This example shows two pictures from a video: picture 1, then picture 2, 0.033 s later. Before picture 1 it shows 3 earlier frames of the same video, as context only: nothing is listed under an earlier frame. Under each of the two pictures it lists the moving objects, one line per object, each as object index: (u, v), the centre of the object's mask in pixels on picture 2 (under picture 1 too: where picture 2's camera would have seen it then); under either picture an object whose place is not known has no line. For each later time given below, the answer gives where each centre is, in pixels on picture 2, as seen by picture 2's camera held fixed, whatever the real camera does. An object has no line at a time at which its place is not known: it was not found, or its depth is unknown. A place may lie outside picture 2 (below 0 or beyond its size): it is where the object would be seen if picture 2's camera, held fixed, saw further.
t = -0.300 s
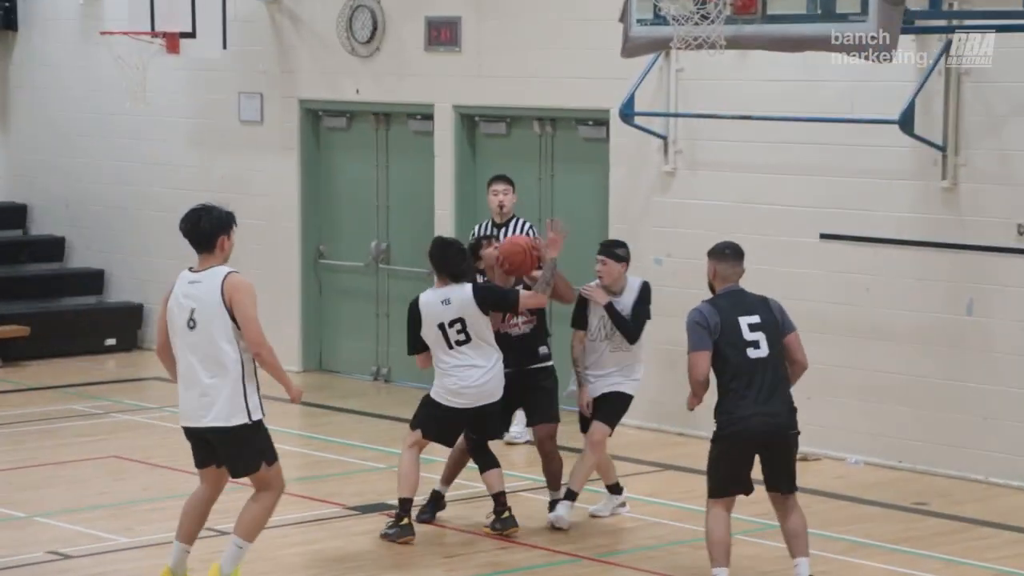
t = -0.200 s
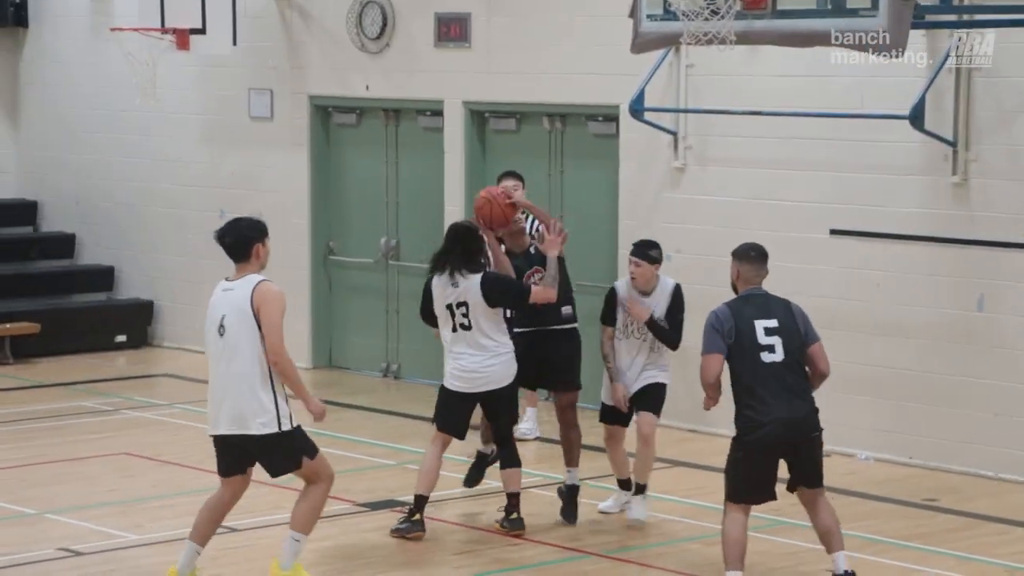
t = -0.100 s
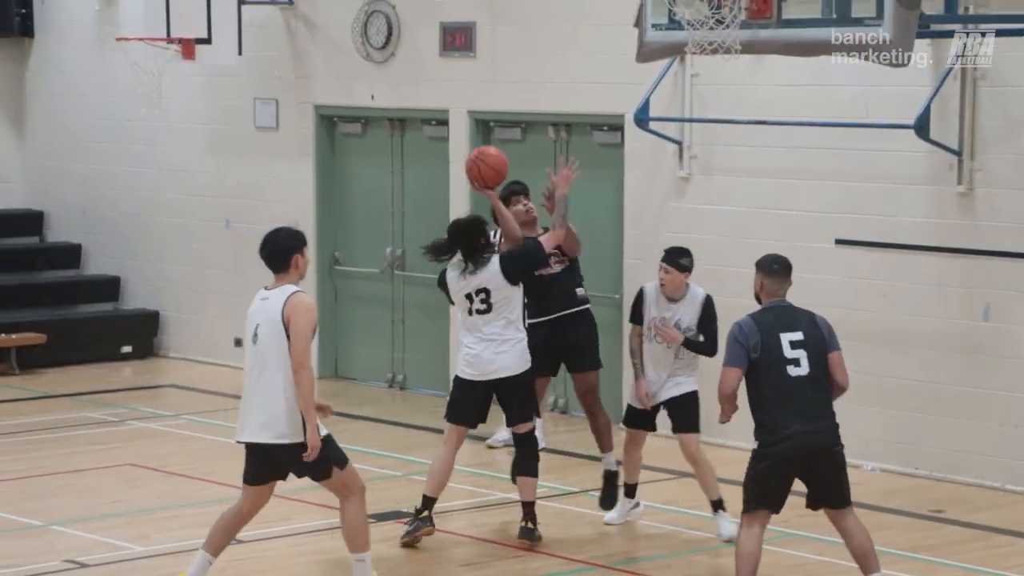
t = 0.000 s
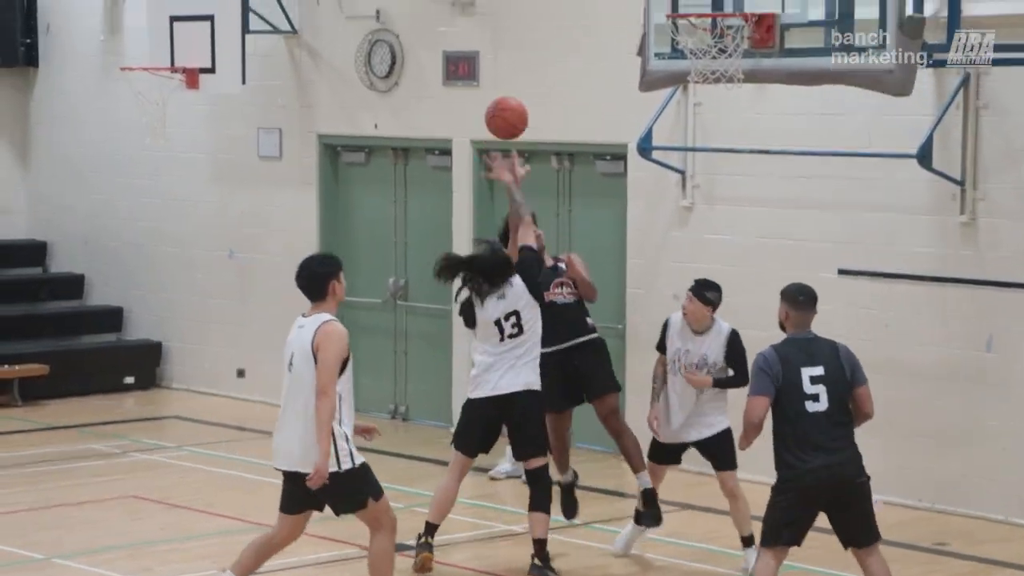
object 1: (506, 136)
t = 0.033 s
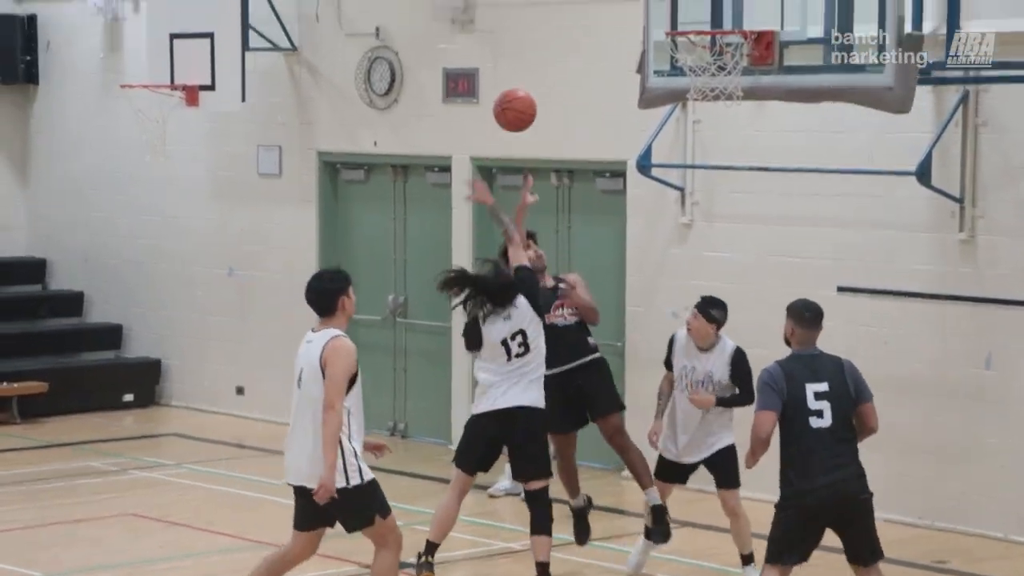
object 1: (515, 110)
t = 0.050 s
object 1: (519, 98)
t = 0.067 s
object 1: (524, 86)
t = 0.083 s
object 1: (529, 75)
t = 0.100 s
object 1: (533, 65)
